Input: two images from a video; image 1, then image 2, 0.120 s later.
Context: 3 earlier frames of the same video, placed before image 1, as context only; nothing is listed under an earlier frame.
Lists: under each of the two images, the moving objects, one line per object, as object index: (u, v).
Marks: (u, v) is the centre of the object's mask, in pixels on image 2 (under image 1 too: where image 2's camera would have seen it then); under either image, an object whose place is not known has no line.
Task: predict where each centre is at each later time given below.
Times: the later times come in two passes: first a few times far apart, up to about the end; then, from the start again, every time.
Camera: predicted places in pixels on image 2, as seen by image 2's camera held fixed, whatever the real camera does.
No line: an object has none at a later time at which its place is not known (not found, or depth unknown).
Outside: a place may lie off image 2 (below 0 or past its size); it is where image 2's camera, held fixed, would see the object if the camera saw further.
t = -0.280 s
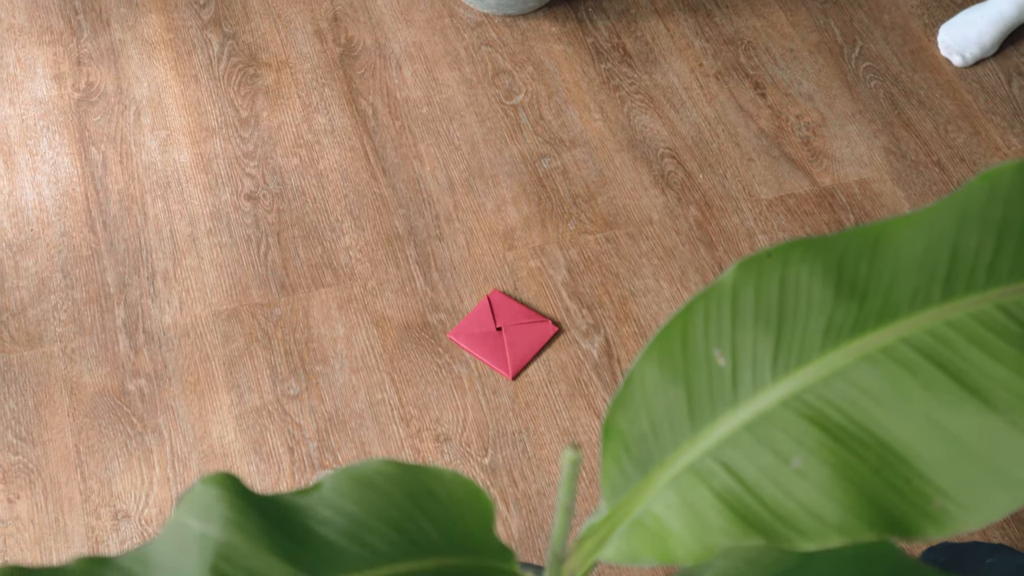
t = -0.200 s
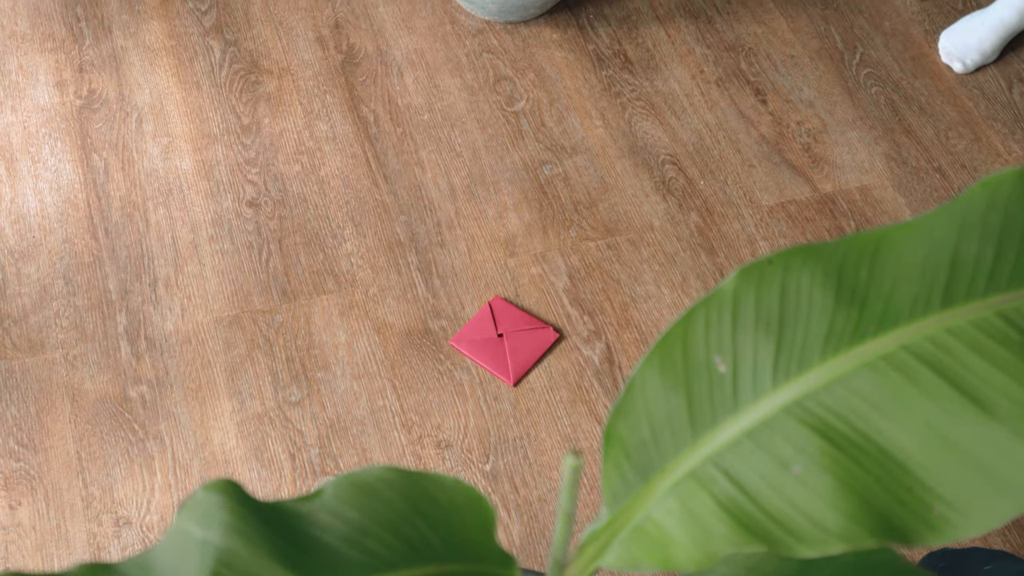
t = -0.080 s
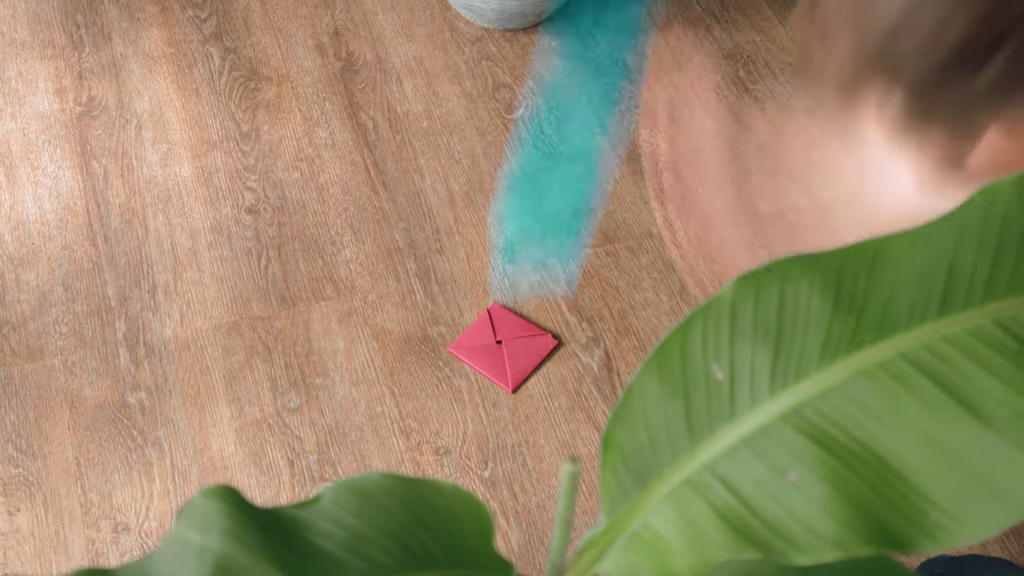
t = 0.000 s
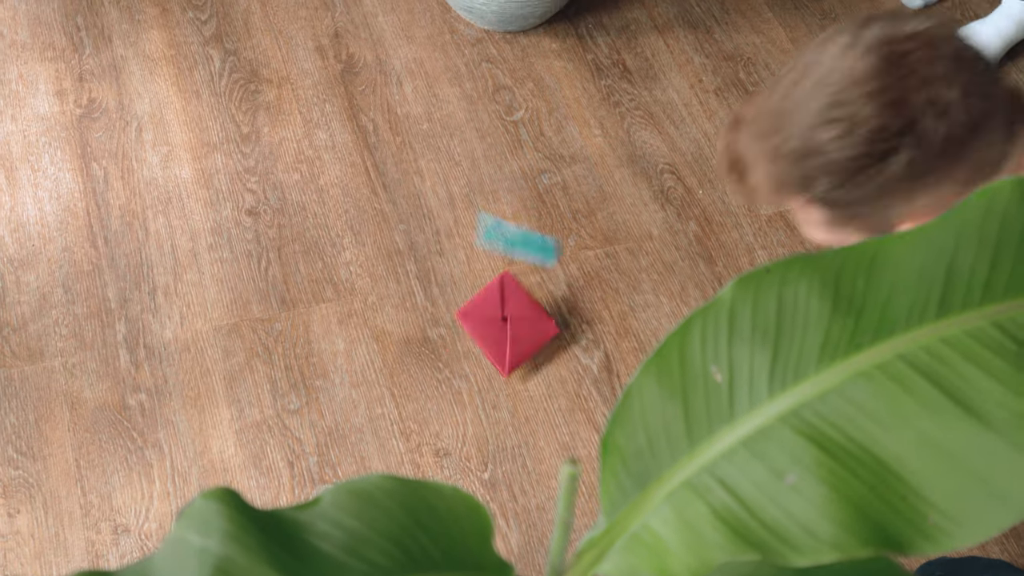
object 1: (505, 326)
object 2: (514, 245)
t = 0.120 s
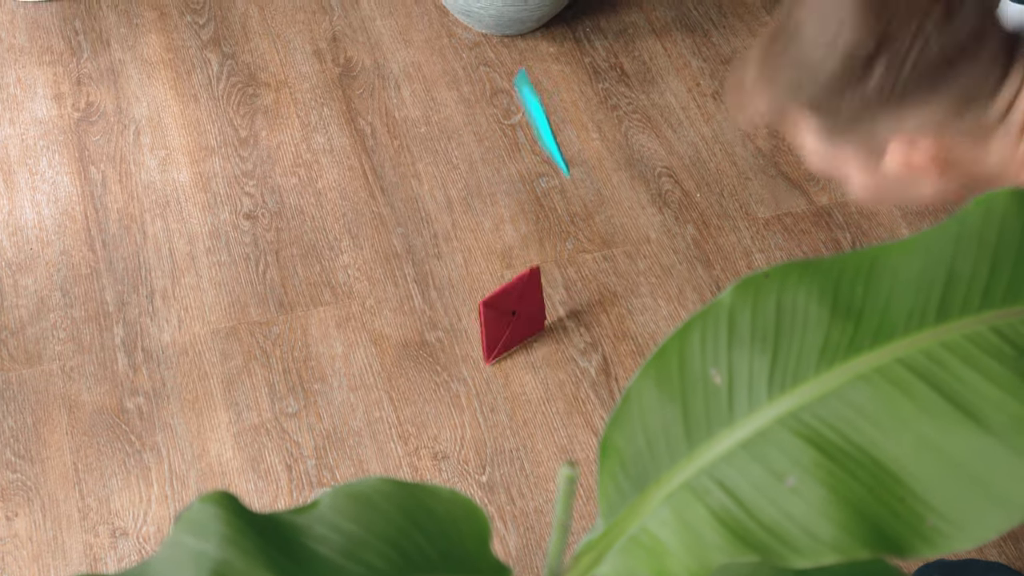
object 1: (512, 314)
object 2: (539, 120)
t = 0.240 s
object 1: (511, 318)
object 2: (555, 80)
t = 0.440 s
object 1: (507, 331)
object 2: (563, 170)
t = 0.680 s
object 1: (506, 331)
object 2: (558, 168)
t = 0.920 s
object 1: (507, 331)
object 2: (558, 170)
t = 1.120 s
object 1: (507, 331)
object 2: (558, 170)
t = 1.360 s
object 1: (506, 331)
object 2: (558, 170)
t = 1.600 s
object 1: (507, 330)
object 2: (558, 169)
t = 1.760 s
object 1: (506, 329)
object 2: (557, 169)
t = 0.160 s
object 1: (514, 314)
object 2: (546, 100)
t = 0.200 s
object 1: (513, 315)
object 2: (551, 84)
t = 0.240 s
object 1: (511, 318)
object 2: (555, 80)
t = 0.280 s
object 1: (509, 324)
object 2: (558, 83)
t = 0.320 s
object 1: (507, 328)
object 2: (561, 94)
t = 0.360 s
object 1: (507, 328)
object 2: (562, 114)
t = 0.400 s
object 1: (507, 330)
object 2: (562, 139)
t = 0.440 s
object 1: (507, 331)
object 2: (563, 170)
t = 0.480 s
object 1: (507, 330)
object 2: (564, 167)
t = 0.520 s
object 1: (507, 330)
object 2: (563, 159)
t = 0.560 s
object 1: (506, 330)
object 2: (564, 159)
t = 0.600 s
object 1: (506, 331)
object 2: (560, 162)
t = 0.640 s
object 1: (506, 331)
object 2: (558, 169)
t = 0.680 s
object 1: (506, 331)
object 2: (558, 168)
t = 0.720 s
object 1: (507, 331)
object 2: (558, 170)
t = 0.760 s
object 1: (507, 331)
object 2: (558, 169)
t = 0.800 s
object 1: (507, 331)
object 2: (558, 169)
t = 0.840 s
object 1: (507, 331)
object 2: (558, 169)
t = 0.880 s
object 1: (507, 331)
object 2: (558, 170)
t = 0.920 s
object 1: (507, 331)
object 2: (558, 170)
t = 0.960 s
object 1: (507, 331)
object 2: (558, 170)
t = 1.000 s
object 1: (507, 331)
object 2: (558, 170)
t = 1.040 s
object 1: (507, 331)
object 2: (558, 170)
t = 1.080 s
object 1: (507, 331)
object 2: (558, 170)
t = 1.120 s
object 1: (507, 331)
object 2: (558, 170)
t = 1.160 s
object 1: (507, 331)
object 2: (558, 170)
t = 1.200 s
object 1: (507, 331)
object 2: (558, 170)
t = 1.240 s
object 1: (506, 331)
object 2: (558, 170)
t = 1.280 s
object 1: (507, 331)
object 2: (558, 170)
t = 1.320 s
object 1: (507, 331)
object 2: (558, 170)
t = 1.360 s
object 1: (506, 331)
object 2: (558, 170)
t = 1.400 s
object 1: (506, 331)
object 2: (558, 170)
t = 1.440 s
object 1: (506, 331)
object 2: (558, 170)
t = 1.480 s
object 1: (506, 331)
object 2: (558, 170)
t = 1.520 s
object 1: (507, 331)
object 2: (558, 170)
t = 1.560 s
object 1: (507, 330)
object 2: (558, 169)
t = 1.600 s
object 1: (507, 330)
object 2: (558, 169)
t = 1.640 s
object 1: (507, 330)
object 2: (558, 169)
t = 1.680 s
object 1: (507, 329)
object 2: (558, 169)
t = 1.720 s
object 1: (507, 329)
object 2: (557, 169)
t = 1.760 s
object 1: (506, 329)
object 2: (557, 169)
